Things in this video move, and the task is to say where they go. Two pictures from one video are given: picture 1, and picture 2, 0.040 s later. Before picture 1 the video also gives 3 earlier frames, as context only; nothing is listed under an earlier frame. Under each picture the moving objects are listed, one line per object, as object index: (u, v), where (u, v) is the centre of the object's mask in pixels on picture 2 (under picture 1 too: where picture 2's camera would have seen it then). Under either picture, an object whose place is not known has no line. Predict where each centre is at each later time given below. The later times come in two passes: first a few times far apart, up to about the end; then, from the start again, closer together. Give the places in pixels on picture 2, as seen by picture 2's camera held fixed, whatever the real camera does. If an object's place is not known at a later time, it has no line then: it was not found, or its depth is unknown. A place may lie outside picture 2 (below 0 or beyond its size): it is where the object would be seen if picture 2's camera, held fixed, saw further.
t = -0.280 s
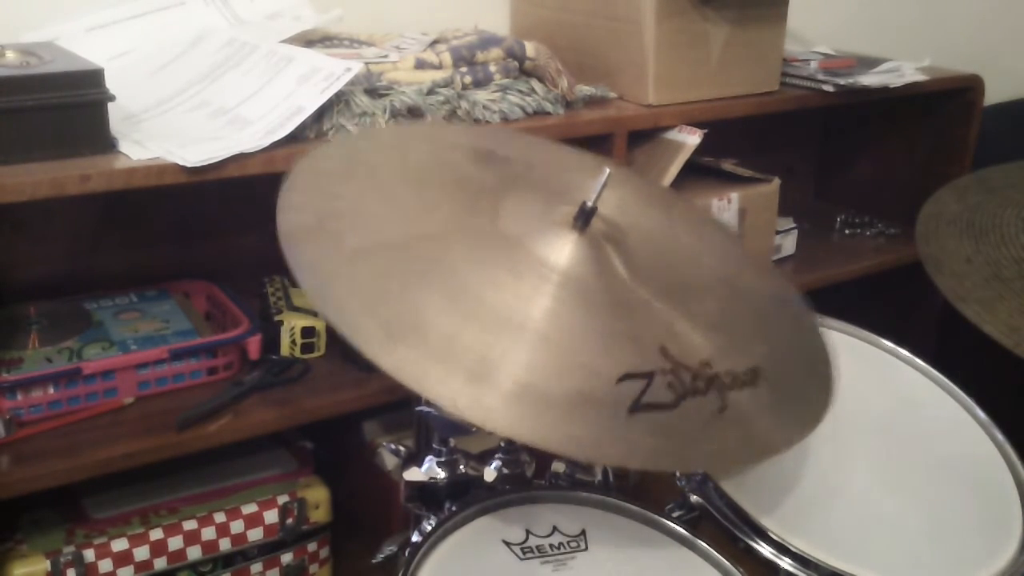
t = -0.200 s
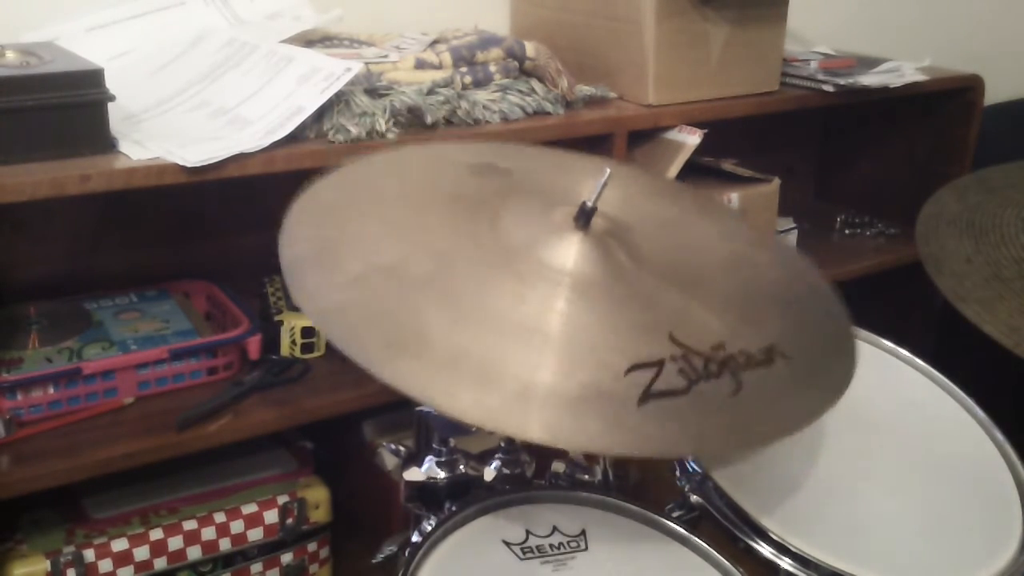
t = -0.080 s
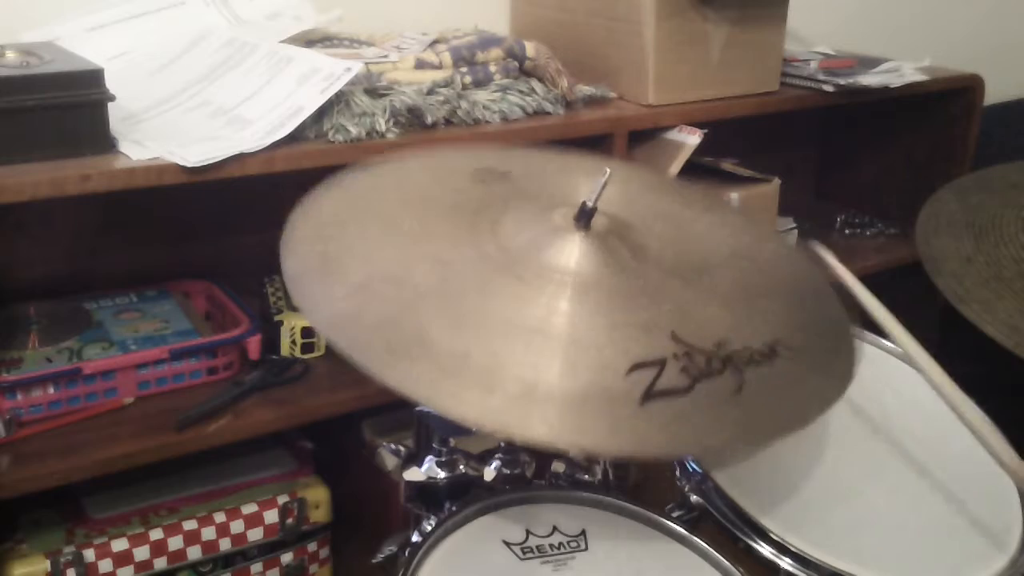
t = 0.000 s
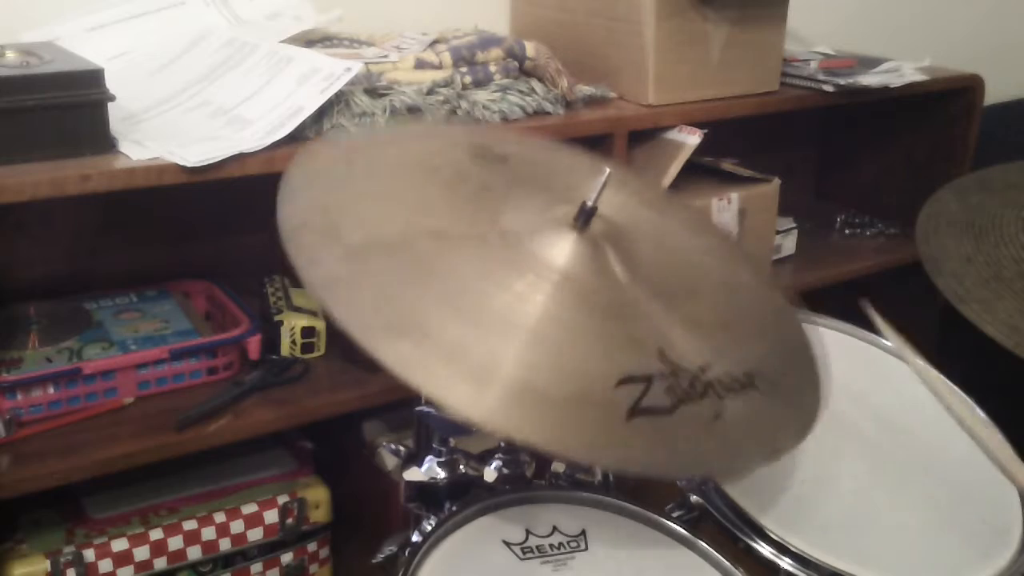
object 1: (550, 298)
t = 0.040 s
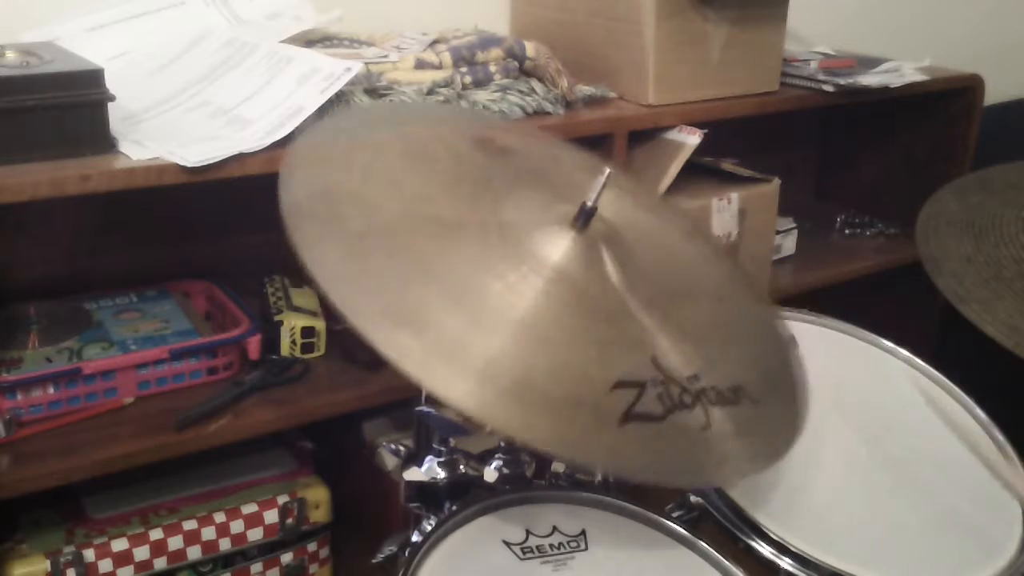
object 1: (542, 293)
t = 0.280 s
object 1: (543, 293)
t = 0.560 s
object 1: (571, 301)
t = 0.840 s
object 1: (544, 293)
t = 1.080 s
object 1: (562, 300)
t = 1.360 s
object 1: (561, 300)
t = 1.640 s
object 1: (550, 297)
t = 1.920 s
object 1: (562, 300)
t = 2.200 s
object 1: (554, 298)
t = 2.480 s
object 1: (557, 298)
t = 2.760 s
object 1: (557, 298)
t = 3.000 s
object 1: (555, 298)
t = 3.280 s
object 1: (557, 298)
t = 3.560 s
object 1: (556, 298)
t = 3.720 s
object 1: (557, 298)
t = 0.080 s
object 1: (537, 291)
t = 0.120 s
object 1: (534, 286)
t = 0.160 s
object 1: (534, 287)
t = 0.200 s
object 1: (534, 287)
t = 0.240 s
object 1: (538, 291)
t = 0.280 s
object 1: (543, 293)
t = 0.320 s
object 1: (551, 297)
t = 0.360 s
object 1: (559, 299)
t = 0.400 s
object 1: (566, 301)
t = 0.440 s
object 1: (573, 301)
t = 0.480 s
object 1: (577, 302)
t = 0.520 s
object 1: (576, 302)
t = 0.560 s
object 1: (571, 301)
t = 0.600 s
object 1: (566, 301)
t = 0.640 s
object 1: (560, 300)
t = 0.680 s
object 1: (554, 299)
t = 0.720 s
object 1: (548, 296)
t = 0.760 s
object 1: (545, 294)
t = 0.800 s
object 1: (543, 293)
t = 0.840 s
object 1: (544, 293)
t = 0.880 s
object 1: (544, 293)
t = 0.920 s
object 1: (546, 295)
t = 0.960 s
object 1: (550, 297)
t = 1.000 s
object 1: (555, 298)
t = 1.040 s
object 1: (559, 300)
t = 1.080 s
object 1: (562, 300)
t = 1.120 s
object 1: (565, 301)
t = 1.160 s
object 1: (567, 301)
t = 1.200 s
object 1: (569, 301)
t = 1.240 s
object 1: (568, 301)
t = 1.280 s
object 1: (566, 300)
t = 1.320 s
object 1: (563, 300)
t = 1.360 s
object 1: (561, 300)
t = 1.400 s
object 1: (557, 299)
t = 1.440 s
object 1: (555, 298)
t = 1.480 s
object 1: (552, 297)
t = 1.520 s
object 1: (550, 296)
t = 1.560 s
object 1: (549, 296)
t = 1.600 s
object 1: (549, 296)
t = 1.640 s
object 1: (550, 297)
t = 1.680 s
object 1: (551, 297)
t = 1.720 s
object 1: (554, 298)
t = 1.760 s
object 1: (556, 298)
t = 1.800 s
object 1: (558, 299)
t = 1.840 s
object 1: (560, 299)
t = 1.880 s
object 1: (562, 300)
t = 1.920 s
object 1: (562, 300)
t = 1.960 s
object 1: (562, 300)
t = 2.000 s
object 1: (561, 300)
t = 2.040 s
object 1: (560, 299)
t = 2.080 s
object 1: (558, 299)
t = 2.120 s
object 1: (556, 298)
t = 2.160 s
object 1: (555, 298)
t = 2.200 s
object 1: (554, 298)
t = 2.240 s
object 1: (553, 297)
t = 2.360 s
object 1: (553, 297)
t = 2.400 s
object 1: (554, 298)
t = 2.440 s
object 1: (556, 299)
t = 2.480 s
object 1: (557, 298)
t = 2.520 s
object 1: (558, 299)
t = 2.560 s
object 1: (559, 299)
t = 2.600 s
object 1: (559, 299)
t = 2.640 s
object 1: (559, 299)
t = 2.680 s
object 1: (558, 299)
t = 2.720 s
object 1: (558, 299)
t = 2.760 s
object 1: (557, 298)
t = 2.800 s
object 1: (557, 298)
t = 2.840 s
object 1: (555, 298)
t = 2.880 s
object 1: (555, 298)
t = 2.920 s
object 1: (555, 298)
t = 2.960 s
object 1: (555, 298)
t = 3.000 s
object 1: (555, 298)
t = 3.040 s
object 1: (556, 298)
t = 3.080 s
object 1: (556, 298)
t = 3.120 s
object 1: (557, 298)
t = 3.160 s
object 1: (557, 298)
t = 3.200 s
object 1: (557, 298)
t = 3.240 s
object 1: (557, 298)
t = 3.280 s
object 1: (557, 298)
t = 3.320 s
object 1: (557, 298)
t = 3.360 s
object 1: (557, 298)
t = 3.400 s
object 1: (556, 298)
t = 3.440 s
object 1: (556, 298)
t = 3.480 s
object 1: (556, 298)
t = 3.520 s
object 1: (556, 298)
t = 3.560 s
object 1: (556, 298)
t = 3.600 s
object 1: (556, 298)
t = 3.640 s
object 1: (556, 298)
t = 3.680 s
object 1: (556, 298)
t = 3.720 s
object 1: (557, 298)
